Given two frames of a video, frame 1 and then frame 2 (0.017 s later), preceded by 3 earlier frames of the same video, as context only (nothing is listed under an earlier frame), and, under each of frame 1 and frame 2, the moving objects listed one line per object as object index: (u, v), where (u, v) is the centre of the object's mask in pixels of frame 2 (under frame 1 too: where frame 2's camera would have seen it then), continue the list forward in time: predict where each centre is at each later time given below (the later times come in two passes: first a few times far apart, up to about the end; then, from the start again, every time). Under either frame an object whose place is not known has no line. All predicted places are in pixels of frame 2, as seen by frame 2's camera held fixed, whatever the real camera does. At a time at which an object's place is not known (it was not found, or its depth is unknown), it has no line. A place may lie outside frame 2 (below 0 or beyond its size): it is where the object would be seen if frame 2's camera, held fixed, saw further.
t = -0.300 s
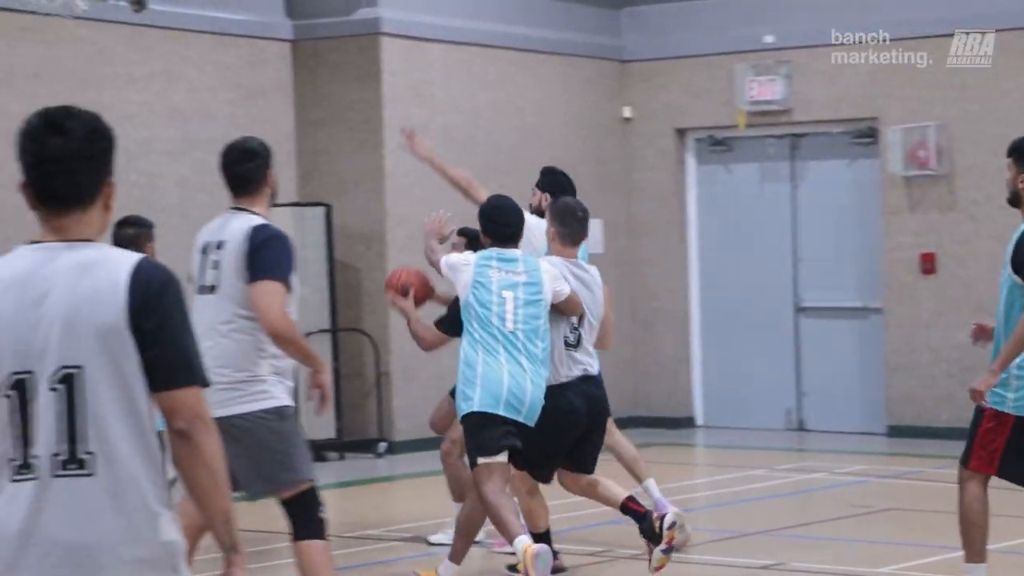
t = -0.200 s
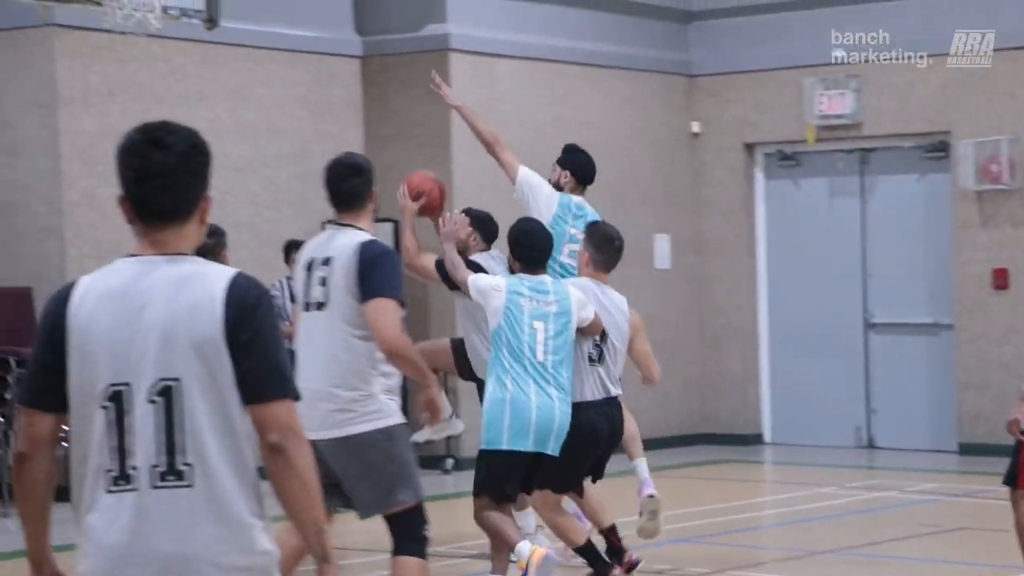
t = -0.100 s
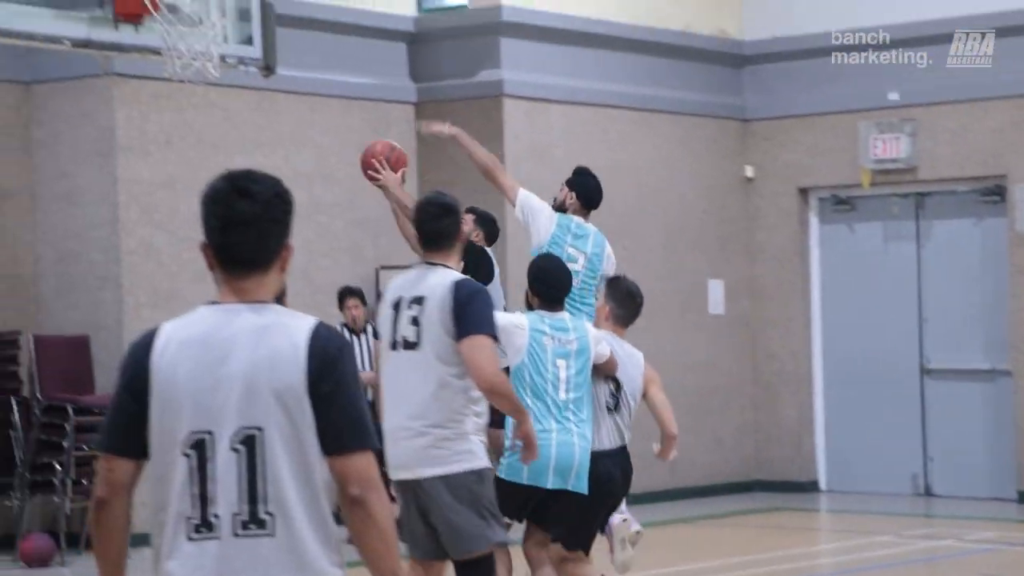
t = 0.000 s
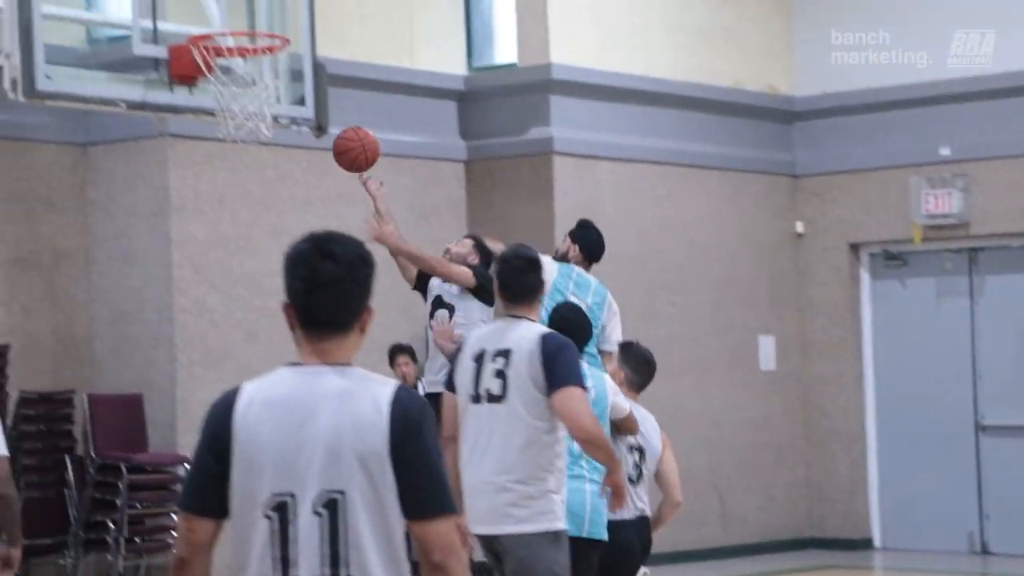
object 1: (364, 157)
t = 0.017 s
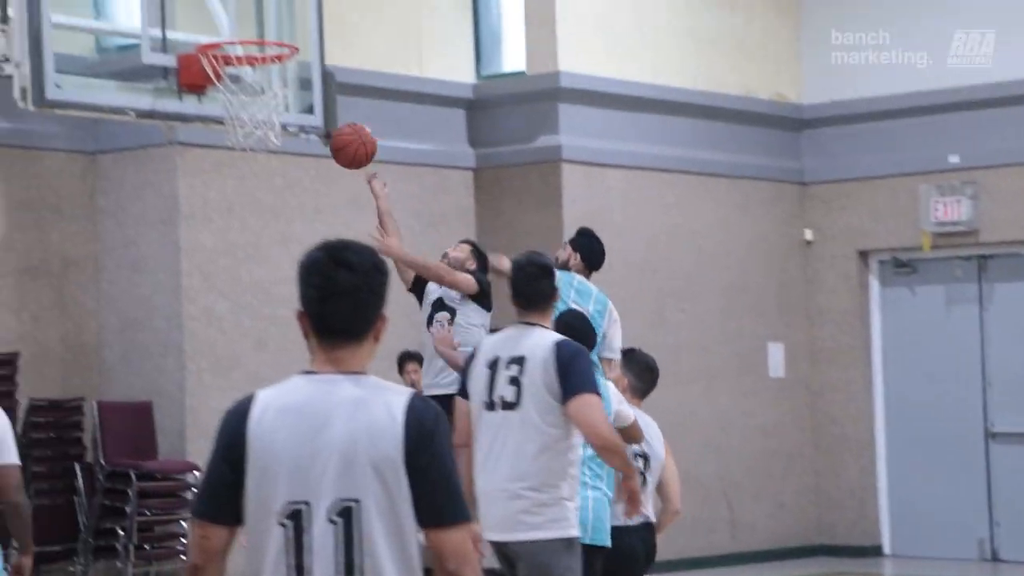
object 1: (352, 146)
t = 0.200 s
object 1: (312, 55)
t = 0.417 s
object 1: (281, 23)
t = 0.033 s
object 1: (342, 135)
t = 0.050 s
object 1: (330, 125)
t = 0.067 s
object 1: (324, 116)
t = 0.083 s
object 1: (322, 107)
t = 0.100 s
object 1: (320, 98)
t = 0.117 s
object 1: (318, 90)
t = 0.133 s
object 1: (316, 82)
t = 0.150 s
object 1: (315, 75)
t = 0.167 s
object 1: (315, 69)
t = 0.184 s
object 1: (314, 62)
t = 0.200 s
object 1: (312, 55)
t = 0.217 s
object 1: (310, 49)
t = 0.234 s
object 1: (307, 43)
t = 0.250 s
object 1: (304, 38)
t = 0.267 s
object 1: (301, 34)
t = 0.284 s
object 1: (299, 31)
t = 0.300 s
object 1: (296, 29)
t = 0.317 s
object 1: (294, 27)
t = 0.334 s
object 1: (291, 25)
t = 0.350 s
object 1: (289, 24)
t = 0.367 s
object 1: (287, 23)
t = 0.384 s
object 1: (286, 23)
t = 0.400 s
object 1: (284, 24)
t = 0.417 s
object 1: (281, 23)
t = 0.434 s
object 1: (278, 23)
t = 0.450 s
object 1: (276, 23)
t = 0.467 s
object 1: (273, 23)
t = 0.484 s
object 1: (270, 24)
